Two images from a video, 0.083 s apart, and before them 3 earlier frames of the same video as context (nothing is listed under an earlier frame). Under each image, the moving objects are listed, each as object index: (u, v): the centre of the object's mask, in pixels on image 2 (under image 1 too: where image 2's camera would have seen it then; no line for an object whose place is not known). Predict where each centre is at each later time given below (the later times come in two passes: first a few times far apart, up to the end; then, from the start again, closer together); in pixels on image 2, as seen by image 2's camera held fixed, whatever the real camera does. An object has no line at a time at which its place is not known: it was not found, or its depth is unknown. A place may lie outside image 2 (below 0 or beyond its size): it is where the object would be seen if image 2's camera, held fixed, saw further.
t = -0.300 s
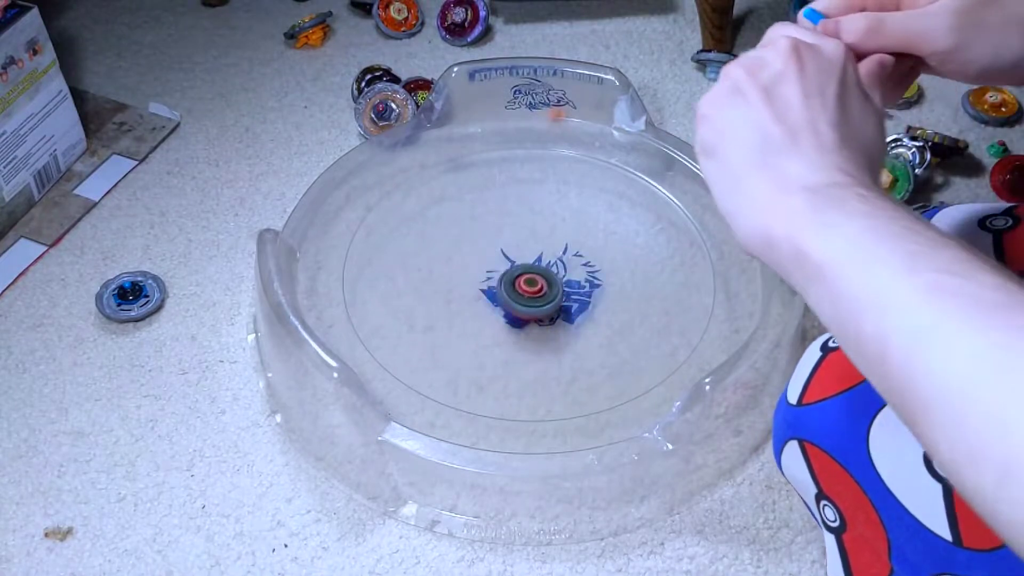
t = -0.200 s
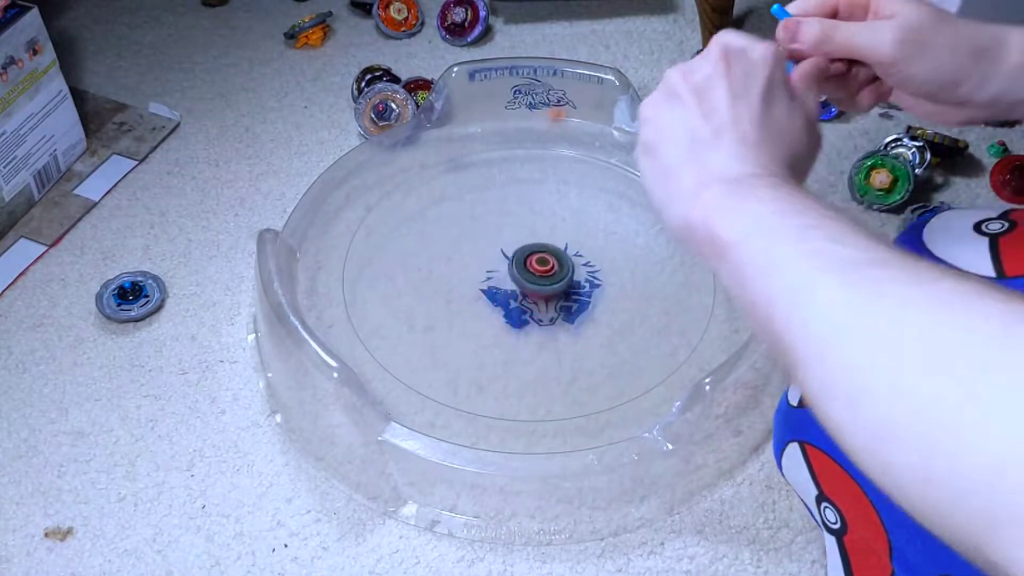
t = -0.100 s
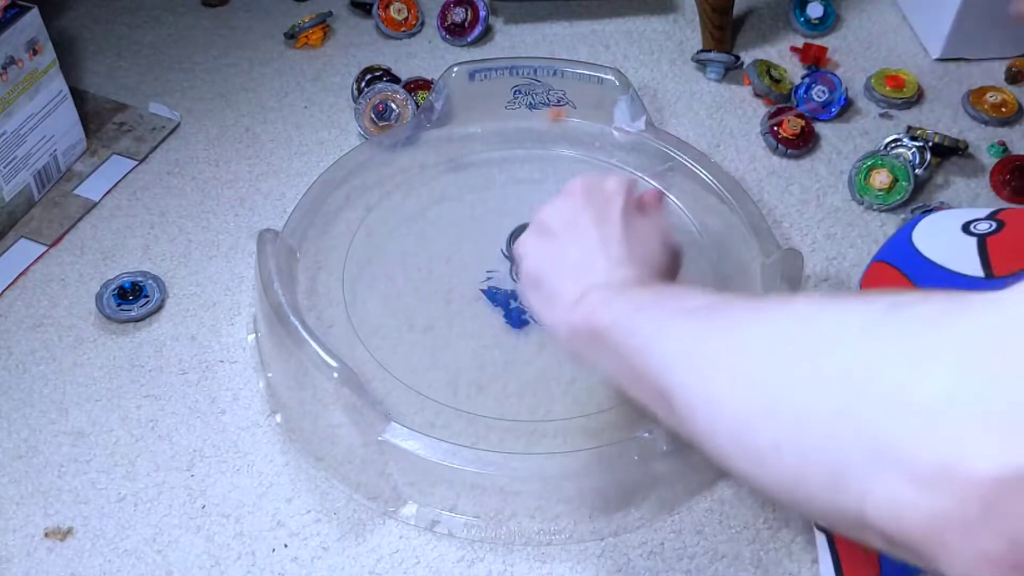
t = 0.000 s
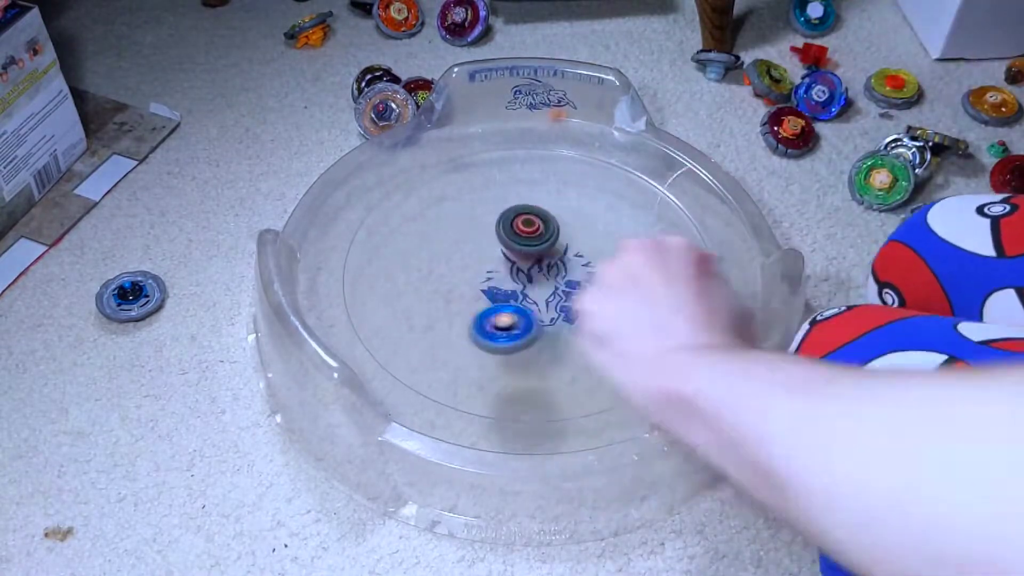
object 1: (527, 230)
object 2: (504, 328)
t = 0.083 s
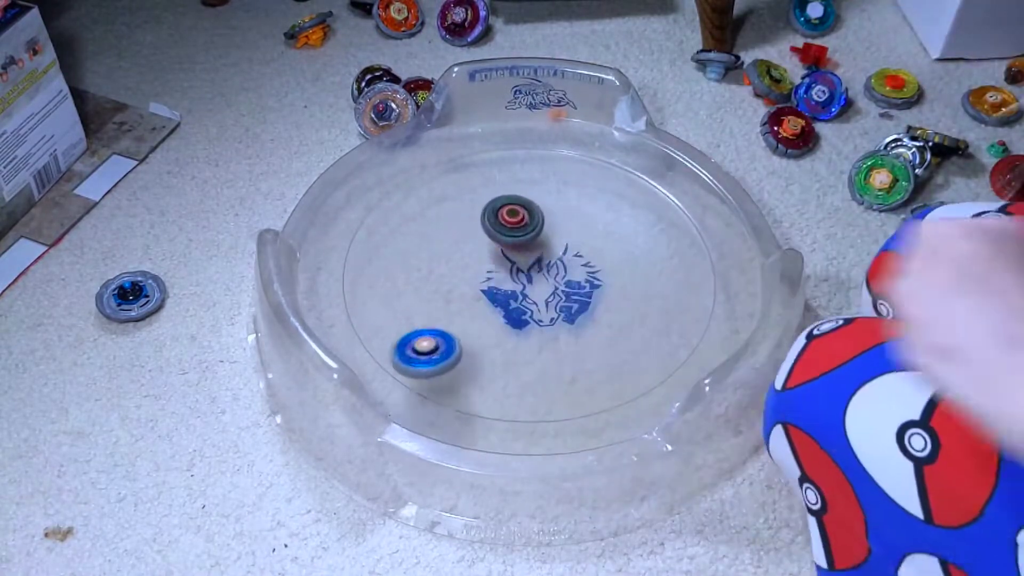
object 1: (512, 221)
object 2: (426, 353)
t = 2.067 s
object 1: (717, 244)
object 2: (381, 181)
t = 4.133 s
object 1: (484, 306)
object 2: (666, 196)
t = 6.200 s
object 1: (511, 245)
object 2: (500, 334)
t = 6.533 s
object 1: (516, 196)
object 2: (480, 320)
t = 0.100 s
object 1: (508, 219)
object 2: (416, 348)
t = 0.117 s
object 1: (504, 218)
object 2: (407, 345)
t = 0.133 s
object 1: (501, 218)
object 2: (398, 344)
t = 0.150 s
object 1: (498, 218)
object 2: (390, 347)
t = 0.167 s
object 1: (494, 218)
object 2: (388, 344)
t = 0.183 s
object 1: (491, 219)
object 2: (387, 341)
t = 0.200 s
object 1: (488, 219)
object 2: (388, 339)
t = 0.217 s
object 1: (486, 221)
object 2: (389, 336)
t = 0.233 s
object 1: (484, 222)
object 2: (390, 334)
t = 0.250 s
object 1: (482, 223)
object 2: (393, 332)
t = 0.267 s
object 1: (480, 225)
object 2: (395, 331)
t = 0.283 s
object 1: (478, 227)
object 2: (398, 330)
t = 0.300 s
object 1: (476, 229)
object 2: (401, 330)
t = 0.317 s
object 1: (475, 232)
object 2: (404, 330)
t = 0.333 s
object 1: (475, 234)
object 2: (407, 330)
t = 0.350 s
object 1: (475, 237)
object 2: (411, 332)
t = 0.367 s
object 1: (475, 240)
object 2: (413, 334)
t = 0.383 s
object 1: (475, 243)
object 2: (416, 336)
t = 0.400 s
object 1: (476, 246)
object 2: (419, 339)
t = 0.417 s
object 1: (477, 249)
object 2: (421, 343)
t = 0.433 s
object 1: (478, 252)
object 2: (423, 347)
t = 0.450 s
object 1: (481, 256)
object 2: (424, 351)
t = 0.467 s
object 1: (484, 258)
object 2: (426, 356)
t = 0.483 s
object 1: (486, 260)
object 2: (426, 362)
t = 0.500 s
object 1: (490, 262)
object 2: (427, 368)
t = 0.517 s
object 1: (494, 265)
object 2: (431, 373)
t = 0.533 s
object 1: (497, 267)
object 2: (441, 375)
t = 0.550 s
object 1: (502, 269)
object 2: (451, 379)
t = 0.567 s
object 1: (506, 270)
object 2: (459, 382)
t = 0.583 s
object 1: (512, 272)
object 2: (466, 384)
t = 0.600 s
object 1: (518, 273)
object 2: (474, 383)
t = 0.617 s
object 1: (523, 274)
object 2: (481, 382)
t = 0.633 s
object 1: (527, 273)
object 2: (489, 379)
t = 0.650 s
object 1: (531, 273)
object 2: (497, 375)
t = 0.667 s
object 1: (535, 272)
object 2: (506, 370)
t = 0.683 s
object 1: (539, 272)
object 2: (515, 364)
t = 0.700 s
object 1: (543, 271)
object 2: (525, 357)
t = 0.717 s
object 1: (548, 270)
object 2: (532, 348)
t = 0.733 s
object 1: (553, 269)
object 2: (536, 339)
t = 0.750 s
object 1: (556, 268)
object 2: (539, 328)
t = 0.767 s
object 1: (560, 266)
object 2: (538, 318)
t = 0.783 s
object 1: (565, 262)
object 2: (532, 312)
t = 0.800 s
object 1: (580, 245)
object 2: (516, 312)
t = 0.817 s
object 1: (593, 228)
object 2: (500, 315)
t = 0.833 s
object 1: (603, 213)
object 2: (488, 313)
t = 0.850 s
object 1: (612, 199)
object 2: (476, 313)
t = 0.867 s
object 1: (618, 186)
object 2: (464, 313)
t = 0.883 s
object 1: (624, 175)
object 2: (453, 315)
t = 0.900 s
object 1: (628, 166)
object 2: (444, 317)
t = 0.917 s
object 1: (630, 159)
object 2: (435, 320)
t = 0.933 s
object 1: (627, 154)
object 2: (429, 324)
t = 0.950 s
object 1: (624, 153)
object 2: (424, 330)
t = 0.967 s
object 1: (620, 154)
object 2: (422, 336)
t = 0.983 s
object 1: (614, 156)
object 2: (420, 343)
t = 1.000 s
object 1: (607, 157)
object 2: (420, 349)
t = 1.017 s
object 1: (602, 158)
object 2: (420, 354)
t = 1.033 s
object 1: (596, 160)
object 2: (423, 359)
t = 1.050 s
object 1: (591, 161)
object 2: (426, 362)
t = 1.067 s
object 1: (586, 162)
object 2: (431, 364)
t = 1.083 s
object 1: (581, 163)
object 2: (436, 364)
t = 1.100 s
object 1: (577, 164)
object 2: (442, 364)
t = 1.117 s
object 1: (573, 164)
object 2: (449, 362)
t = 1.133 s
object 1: (569, 165)
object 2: (458, 360)
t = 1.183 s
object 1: (560, 165)
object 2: (489, 350)
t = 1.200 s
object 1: (557, 165)
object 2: (498, 344)
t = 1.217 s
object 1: (555, 165)
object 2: (507, 336)
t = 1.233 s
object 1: (552, 165)
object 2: (513, 327)
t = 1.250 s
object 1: (550, 166)
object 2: (518, 318)
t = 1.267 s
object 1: (547, 167)
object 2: (521, 308)
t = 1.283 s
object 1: (545, 168)
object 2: (522, 299)
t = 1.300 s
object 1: (542, 170)
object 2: (520, 288)
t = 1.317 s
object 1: (540, 172)
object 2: (517, 278)
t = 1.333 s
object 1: (537, 174)
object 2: (511, 268)
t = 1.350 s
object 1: (534, 177)
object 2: (503, 258)
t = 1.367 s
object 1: (532, 179)
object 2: (493, 248)
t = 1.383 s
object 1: (529, 182)
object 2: (483, 240)
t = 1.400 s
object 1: (527, 186)
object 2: (471, 231)
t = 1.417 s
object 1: (525, 189)
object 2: (456, 224)
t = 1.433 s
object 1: (523, 193)
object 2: (441, 219)
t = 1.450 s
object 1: (522, 198)
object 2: (426, 216)
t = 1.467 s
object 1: (522, 202)
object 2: (411, 214)
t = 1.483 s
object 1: (522, 207)
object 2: (397, 214)
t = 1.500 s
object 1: (521, 211)
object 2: (382, 214)
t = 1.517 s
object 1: (522, 216)
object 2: (367, 215)
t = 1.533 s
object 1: (522, 220)
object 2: (360, 219)
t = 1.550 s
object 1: (523, 225)
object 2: (358, 225)
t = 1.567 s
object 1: (524, 230)
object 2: (355, 234)
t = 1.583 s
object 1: (526, 234)
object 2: (354, 246)
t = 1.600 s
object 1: (528, 238)
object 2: (352, 253)
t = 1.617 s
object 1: (531, 242)
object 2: (352, 262)
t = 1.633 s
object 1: (533, 246)
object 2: (353, 273)
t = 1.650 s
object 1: (536, 249)
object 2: (354, 281)
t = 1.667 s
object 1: (539, 253)
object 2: (357, 289)
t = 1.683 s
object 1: (542, 257)
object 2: (363, 296)
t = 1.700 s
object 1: (544, 260)
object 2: (372, 302)
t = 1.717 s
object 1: (548, 262)
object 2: (384, 307)
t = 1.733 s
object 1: (552, 265)
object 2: (397, 311)
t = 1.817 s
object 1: (571, 277)
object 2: (476, 316)
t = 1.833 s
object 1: (575, 279)
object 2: (488, 311)
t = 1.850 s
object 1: (579, 281)
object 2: (501, 306)
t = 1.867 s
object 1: (583, 283)
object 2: (511, 299)
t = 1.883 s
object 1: (588, 284)
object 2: (518, 290)
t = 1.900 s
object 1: (623, 285)
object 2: (502, 275)
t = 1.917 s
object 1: (658, 286)
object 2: (484, 260)
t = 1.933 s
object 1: (693, 285)
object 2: (464, 247)
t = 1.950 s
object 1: (720, 282)
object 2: (450, 233)
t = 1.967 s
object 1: (738, 273)
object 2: (436, 220)
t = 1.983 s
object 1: (736, 261)
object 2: (423, 208)
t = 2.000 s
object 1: (734, 252)
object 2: (411, 198)
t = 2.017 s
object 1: (730, 245)
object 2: (399, 190)
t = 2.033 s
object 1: (726, 242)
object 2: (389, 184)
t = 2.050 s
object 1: (722, 241)
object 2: (384, 181)
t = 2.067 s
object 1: (717, 244)
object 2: (381, 181)
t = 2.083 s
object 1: (711, 249)
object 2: (378, 184)
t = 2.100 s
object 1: (704, 257)
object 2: (375, 189)
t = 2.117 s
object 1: (699, 256)
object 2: (370, 189)
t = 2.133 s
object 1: (693, 251)
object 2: (364, 189)
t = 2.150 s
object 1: (687, 250)
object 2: (359, 192)
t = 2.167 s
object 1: (682, 248)
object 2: (353, 190)
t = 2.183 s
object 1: (677, 246)
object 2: (347, 190)
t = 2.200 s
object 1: (673, 244)
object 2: (341, 189)
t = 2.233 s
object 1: (666, 242)
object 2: (333, 191)
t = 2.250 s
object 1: (662, 241)
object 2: (332, 192)
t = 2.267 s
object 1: (658, 240)
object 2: (331, 192)
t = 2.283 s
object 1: (654, 239)
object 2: (332, 194)
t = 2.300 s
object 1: (650, 239)
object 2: (333, 196)
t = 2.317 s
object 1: (645, 239)
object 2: (336, 198)
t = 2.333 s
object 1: (640, 239)
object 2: (339, 202)
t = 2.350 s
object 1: (634, 239)
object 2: (341, 205)
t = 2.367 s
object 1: (629, 240)
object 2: (346, 209)
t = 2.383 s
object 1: (624, 241)
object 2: (351, 212)
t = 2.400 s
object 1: (619, 242)
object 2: (358, 216)
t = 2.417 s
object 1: (614, 243)
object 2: (364, 222)
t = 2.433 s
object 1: (608, 244)
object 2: (372, 228)
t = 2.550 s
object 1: (574, 259)
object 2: (459, 265)
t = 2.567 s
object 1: (569, 261)
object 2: (473, 265)
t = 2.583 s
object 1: (565, 264)
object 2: (486, 263)
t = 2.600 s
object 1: (564, 266)
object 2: (496, 259)
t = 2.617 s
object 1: (580, 271)
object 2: (492, 250)
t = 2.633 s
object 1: (596, 276)
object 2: (490, 243)
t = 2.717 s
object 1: (641, 291)
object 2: (485, 212)
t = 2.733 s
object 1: (644, 291)
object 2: (484, 205)
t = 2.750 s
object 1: (646, 291)
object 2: (481, 198)
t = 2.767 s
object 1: (648, 290)
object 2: (476, 192)
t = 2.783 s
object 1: (649, 289)
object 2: (471, 186)
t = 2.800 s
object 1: (650, 288)
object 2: (465, 182)
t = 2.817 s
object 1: (650, 287)
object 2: (458, 178)
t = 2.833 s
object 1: (651, 287)
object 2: (452, 175)
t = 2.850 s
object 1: (651, 286)
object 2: (448, 173)
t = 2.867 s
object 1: (650, 285)
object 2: (444, 172)
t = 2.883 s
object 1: (649, 285)
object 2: (442, 172)
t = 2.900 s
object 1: (648, 284)
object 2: (441, 172)
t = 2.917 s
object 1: (646, 283)
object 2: (441, 173)
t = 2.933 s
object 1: (645, 283)
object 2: (441, 175)
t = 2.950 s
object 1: (643, 282)
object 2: (441, 178)
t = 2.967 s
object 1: (640, 281)
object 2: (441, 181)
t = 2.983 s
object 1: (637, 281)
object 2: (441, 185)
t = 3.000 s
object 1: (634, 281)
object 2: (442, 190)
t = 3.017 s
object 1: (630, 280)
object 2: (444, 197)
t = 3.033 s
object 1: (626, 280)
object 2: (447, 204)
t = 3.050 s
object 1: (622, 280)
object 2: (452, 212)
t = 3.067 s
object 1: (618, 280)
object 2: (460, 219)
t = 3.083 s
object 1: (613, 280)
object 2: (468, 225)
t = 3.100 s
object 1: (609, 281)
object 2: (478, 230)
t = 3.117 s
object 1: (604, 281)
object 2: (489, 234)
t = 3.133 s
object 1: (600, 281)
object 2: (500, 237)
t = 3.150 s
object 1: (595, 282)
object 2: (513, 238)
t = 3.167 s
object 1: (590, 283)
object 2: (523, 237)
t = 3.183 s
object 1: (586, 284)
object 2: (533, 236)
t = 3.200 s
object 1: (582, 285)
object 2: (543, 231)
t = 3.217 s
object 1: (577, 286)
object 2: (553, 228)
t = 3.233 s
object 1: (573, 287)
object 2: (561, 222)
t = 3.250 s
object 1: (569, 289)
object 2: (569, 216)
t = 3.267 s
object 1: (564, 290)
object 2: (574, 210)
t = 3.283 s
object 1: (560, 291)
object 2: (579, 202)
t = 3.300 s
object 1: (556, 293)
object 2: (583, 195)
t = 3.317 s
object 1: (553, 293)
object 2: (584, 187)
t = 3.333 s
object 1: (549, 295)
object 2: (585, 179)
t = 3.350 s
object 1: (545, 296)
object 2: (584, 171)
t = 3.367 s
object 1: (541, 297)
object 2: (584, 163)
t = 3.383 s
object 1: (538, 298)
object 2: (582, 156)
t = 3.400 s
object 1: (534, 299)
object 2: (581, 148)
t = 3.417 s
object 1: (531, 300)
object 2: (577, 143)
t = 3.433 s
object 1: (528, 301)
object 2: (569, 142)
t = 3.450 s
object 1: (525, 302)
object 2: (561, 144)
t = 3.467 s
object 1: (521, 303)
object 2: (556, 145)
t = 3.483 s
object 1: (518, 304)
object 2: (551, 145)
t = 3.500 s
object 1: (515, 305)
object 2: (549, 145)
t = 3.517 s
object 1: (512, 306)
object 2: (546, 146)
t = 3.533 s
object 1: (509, 307)
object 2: (543, 148)
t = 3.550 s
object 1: (506, 307)
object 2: (540, 151)
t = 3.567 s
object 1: (504, 308)
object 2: (537, 155)
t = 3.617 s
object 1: (497, 311)
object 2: (527, 172)
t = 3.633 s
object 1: (495, 312)
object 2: (524, 180)
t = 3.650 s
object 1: (493, 313)
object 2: (521, 189)
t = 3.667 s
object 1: (491, 314)
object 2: (520, 198)
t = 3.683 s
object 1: (488, 315)
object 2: (521, 208)
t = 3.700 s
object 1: (487, 315)
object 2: (523, 217)
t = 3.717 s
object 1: (485, 316)
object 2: (528, 226)
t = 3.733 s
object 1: (484, 317)
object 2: (534, 235)
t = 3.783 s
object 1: (480, 319)
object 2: (559, 254)
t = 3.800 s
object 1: (479, 320)
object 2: (569, 258)
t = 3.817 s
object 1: (478, 321)
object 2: (579, 262)
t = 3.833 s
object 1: (478, 321)
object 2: (590, 263)
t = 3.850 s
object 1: (477, 321)
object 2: (601, 263)
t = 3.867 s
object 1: (477, 321)
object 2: (612, 263)
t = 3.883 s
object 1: (477, 321)
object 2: (624, 261)
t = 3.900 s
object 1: (478, 321)
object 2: (634, 259)
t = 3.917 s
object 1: (478, 321)
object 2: (644, 255)
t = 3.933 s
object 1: (479, 321)
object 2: (653, 251)
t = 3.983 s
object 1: (480, 320)
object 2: (677, 233)
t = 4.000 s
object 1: (480, 319)
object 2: (685, 227)
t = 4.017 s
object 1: (480, 318)
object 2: (691, 221)
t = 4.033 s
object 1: (481, 316)
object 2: (692, 215)
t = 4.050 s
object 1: (481, 315)
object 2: (686, 209)
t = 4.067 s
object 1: (482, 314)
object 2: (679, 206)
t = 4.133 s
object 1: (484, 306)
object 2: (666, 196)
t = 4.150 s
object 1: (484, 304)
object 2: (663, 196)
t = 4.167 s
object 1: (484, 302)
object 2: (659, 195)
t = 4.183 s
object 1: (485, 300)
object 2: (654, 195)
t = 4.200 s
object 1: (486, 297)
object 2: (648, 196)
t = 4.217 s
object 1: (486, 295)
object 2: (641, 197)
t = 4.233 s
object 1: (486, 293)
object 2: (634, 199)
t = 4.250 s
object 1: (486, 290)
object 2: (625, 202)
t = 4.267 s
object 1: (486, 288)
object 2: (616, 205)
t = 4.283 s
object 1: (486, 285)
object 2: (606, 209)
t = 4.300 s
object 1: (486, 283)
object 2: (597, 215)
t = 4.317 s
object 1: (485, 281)
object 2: (589, 222)
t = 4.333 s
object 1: (485, 278)
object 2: (582, 229)
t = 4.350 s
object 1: (486, 276)
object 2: (577, 238)
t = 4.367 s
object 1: (486, 273)
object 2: (573, 247)
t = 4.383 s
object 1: (486, 271)
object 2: (569, 255)
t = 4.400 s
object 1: (485, 269)
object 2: (569, 264)
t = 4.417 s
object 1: (485, 267)
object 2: (569, 273)
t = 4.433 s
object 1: (486, 264)
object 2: (570, 281)
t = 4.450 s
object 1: (486, 262)
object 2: (573, 289)
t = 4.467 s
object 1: (486, 260)
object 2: (577, 295)
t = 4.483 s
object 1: (486, 258)
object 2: (581, 302)
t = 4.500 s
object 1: (486, 256)
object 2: (589, 308)
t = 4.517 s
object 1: (486, 254)
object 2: (596, 313)
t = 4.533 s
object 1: (485, 252)
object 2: (605, 317)
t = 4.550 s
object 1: (485, 250)
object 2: (613, 320)
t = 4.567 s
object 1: (485, 248)
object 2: (623, 322)
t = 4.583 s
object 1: (485, 247)
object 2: (633, 323)
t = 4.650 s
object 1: (483, 240)
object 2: (677, 319)
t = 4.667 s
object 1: (483, 238)
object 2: (687, 317)
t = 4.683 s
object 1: (483, 237)
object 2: (696, 313)
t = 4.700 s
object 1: (483, 236)
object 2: (699, 305)
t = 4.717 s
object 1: (483, 235)
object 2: (698, 296)
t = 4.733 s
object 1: (484, 234)
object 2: (696, 289)
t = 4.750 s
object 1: (484, 232)
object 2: (694, 283)
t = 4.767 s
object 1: (484, 231)
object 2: (691, 279)
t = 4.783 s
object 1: (484, 230)
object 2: (688, 275)
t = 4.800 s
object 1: (484, 229)
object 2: (683, 272)
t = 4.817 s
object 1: (485, 229)
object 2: (675, 269)
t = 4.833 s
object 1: (485, 228)
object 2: (667, 266)
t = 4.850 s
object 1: (485, 228)
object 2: (657, 263)
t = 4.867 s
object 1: (485, 227)
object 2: (647, 261)
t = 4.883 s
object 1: (486, 227)
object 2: (636, 260)
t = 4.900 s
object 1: (486, 227)
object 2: (625, 259)
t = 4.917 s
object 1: (486, 226)
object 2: (612, 260)
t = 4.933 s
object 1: (487, 226)
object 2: (601, 262)
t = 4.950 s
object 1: (488, 226)
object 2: (590, 264)
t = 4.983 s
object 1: (490, 226)
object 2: (567, 272)
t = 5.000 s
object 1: (491, 226)
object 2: (557, 277)
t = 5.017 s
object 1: (493, 227)
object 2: (547, 282)
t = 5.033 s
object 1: (495, 227)
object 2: (539, 289)
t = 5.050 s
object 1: (497, 227)
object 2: (531, 295)
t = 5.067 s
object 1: (500, 228)
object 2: (525, 302)
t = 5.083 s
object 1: (502, 228)
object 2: (521, 308)
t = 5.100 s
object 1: (505, 229)
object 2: (516, 315)
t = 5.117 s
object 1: (508, 229)
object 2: (513, 323)
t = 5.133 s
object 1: (511, 229)
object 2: (512, 330)
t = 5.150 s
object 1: (514, 229)
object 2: (512, 337)
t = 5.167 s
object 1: (517, 229)
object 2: (514, 344)
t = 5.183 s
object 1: (519, 230)
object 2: (516, 351)
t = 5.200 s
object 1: (522, 229)
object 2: (521, 357)
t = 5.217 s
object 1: (525, 229)
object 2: (526, 363)
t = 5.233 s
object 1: (527, 229)
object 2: (533, 369)
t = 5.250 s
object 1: (530, 229)
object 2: (541, 373)
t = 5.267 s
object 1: (532, 229)
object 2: (550, 377)
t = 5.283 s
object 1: (535, 229)
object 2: (559, 382)
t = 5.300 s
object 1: (538, 229)
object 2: (568, 385)
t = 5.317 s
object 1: (540, 229)
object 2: (577, 388)
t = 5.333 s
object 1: (543, 229)
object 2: (587, 388)
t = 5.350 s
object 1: (545, 229)
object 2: (596, 388)
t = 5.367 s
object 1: (548, 229)
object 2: (607, 383)
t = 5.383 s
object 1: (550, 229)
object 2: (615, 377)
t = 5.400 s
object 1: (553, 229)
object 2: (621, 372)
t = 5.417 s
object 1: (556, 230)
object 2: (625, 366)
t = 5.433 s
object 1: (558, 229)
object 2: (628, 359)
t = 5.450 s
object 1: (560, 230)
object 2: (629, 352)
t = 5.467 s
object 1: (563, 230)
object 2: (628, 344)
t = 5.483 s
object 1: (565, 230)
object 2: (627, 336)
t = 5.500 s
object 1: (567, 230)
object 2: (625, 328)
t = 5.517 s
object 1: (569, 230)
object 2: (621, 320)
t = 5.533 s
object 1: (570, 230)
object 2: (617, 313)
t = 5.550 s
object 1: (572, 230)
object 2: (610, 305)
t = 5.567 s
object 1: (574, 230)
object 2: (602, 299)
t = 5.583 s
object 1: (576, 230)
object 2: (593, 292)
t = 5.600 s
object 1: (577, 230)
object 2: (582, 286)
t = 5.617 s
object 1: (579, 231)
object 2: (573, 282)
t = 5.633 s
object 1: (589, 209)
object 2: (554, 294)
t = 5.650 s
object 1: (599, 186)
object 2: (536, 305)
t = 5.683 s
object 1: (617, 146)
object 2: (498, 326)
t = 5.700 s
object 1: (622, 126)
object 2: (479, 334)
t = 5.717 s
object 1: (620, 117)
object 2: (465, 339)
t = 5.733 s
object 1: (615, 113)
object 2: (452, 344)
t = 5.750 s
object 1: (610, 112)
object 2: (440, 352)
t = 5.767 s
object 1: (605, 114)
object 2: (430, 355)
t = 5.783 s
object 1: (599, 120)
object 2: (422, 359)
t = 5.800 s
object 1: (593, 128)
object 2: (416, 363)
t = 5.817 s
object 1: (587, 139)
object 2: (416, 363)
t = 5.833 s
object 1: (581, 152)
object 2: (420, 363)
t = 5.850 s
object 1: (575, 154)
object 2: (425, 365)
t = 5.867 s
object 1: (570, 157)
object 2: (429, 367)
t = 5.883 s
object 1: (564, 164)
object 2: (432, 369)
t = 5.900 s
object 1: (559, 167)
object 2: (435, 371)
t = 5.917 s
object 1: (555, 172)
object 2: (437, 373)
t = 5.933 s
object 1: (551, 177)
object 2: (438, 375)
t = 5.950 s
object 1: (546, 181)
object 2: (442, 375)
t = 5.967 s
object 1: (543, 185)
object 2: (448, 376)
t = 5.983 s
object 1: (540, 189)
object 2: (451, 376)
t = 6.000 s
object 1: (537, 193)
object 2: (455, 376)
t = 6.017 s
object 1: (534, 197)
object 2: (457, 376)
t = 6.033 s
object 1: (532, 201)
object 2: (460, 375)
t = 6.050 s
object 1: (529, 205)
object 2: (463, 373)
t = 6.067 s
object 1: (527, 209)
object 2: (466, 372)
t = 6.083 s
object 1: (525, 213)
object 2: (470, 369)
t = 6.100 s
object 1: (522, 217)
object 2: (474, 366)
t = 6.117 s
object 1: (520, 222)
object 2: (479, 362)
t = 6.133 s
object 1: (518, 226)
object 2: (484, 358)
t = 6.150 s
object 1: (516, 231)
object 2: (490, 353)
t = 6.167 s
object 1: (514, 235)
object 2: (494, 347)
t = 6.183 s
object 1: (513, 241)
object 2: (498, 340)
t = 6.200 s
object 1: (511, 245)
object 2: (500, 334)
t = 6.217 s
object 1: (510, 250)
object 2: (500, 327)
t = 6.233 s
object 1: (509, 256)
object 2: (500, 320)
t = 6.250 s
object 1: (507, 261)
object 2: (499, 312)
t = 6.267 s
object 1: (509, 258)
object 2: (494, 313)
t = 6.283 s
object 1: (513, 246)
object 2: (488, 318)
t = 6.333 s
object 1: (524, 215)
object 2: (474, 330)
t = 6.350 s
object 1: (527, 208)
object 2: (472, 332)
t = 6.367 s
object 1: (529, 202)
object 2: (471, 332)
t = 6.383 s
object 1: (531, 198)
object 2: (471, 332)
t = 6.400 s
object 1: (532, 194)
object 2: (471, 331)
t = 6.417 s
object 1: (533, 192)
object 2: (471, 331)
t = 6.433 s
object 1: (533, 191)
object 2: (472, 330)
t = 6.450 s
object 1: (532, 191)
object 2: (474, 329)
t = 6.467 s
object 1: (529, 191)
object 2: (475, 328)
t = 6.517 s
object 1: (520, 194)
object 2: (479, 323)
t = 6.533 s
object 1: (516, 196)
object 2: (480, 320)
